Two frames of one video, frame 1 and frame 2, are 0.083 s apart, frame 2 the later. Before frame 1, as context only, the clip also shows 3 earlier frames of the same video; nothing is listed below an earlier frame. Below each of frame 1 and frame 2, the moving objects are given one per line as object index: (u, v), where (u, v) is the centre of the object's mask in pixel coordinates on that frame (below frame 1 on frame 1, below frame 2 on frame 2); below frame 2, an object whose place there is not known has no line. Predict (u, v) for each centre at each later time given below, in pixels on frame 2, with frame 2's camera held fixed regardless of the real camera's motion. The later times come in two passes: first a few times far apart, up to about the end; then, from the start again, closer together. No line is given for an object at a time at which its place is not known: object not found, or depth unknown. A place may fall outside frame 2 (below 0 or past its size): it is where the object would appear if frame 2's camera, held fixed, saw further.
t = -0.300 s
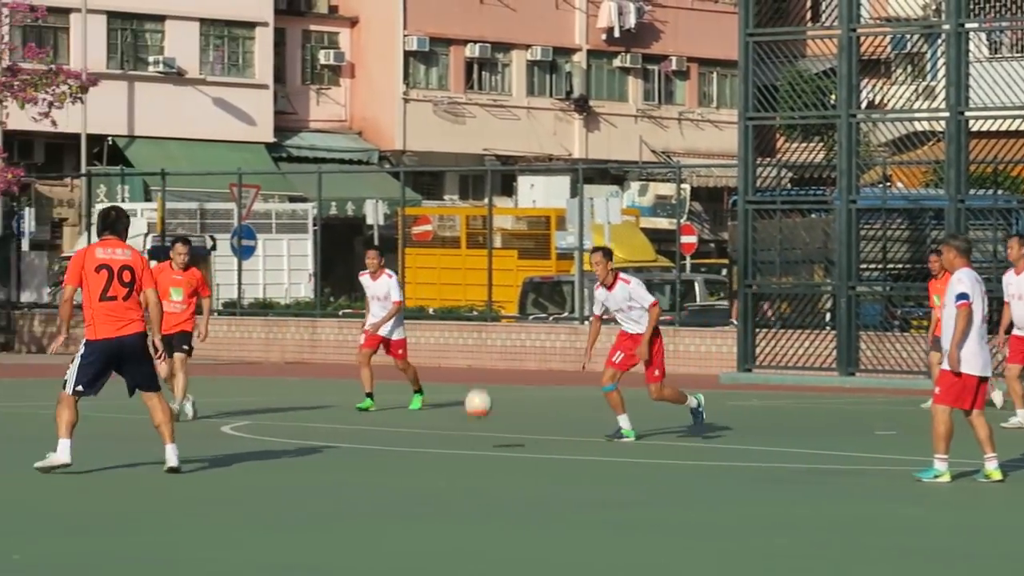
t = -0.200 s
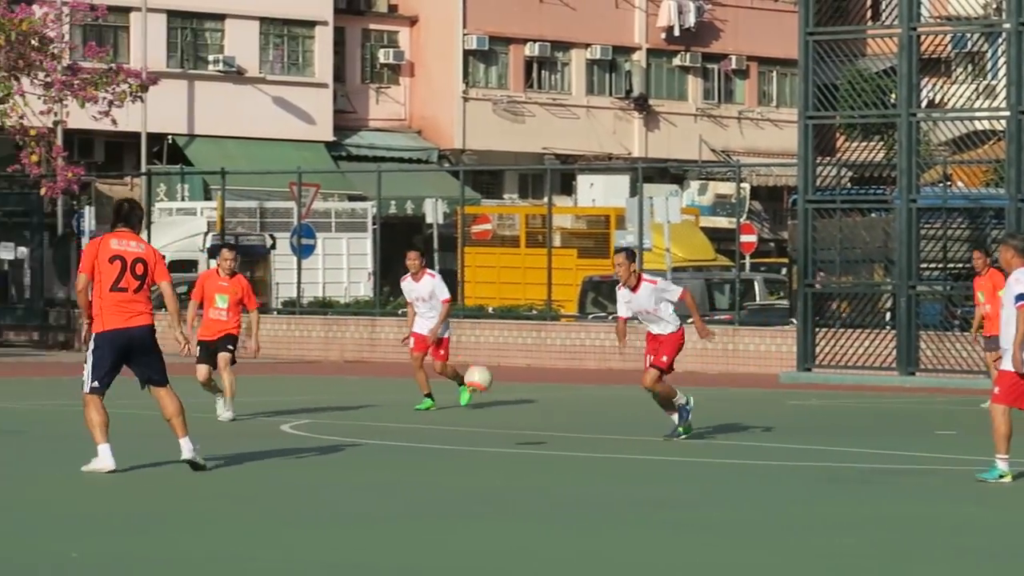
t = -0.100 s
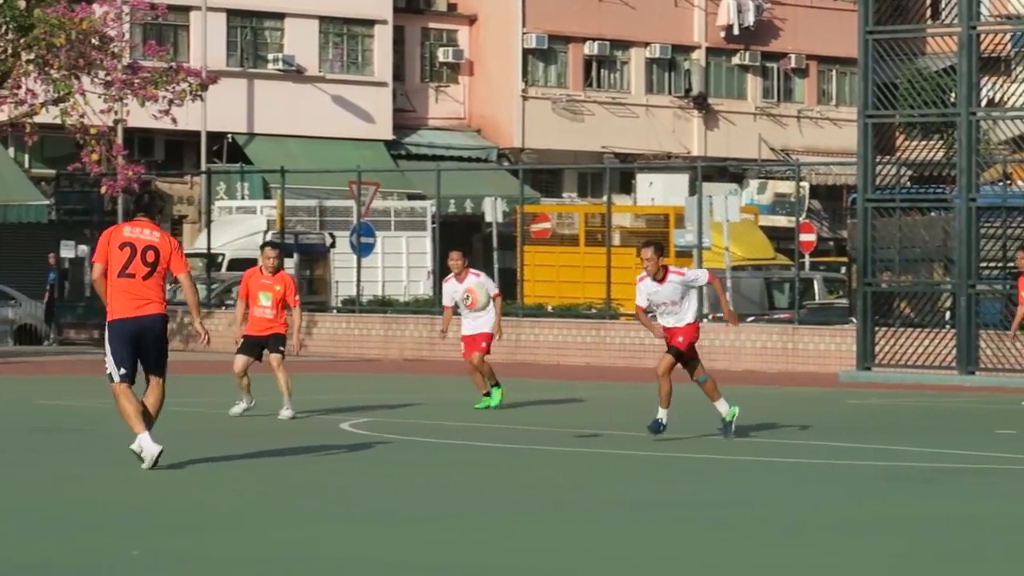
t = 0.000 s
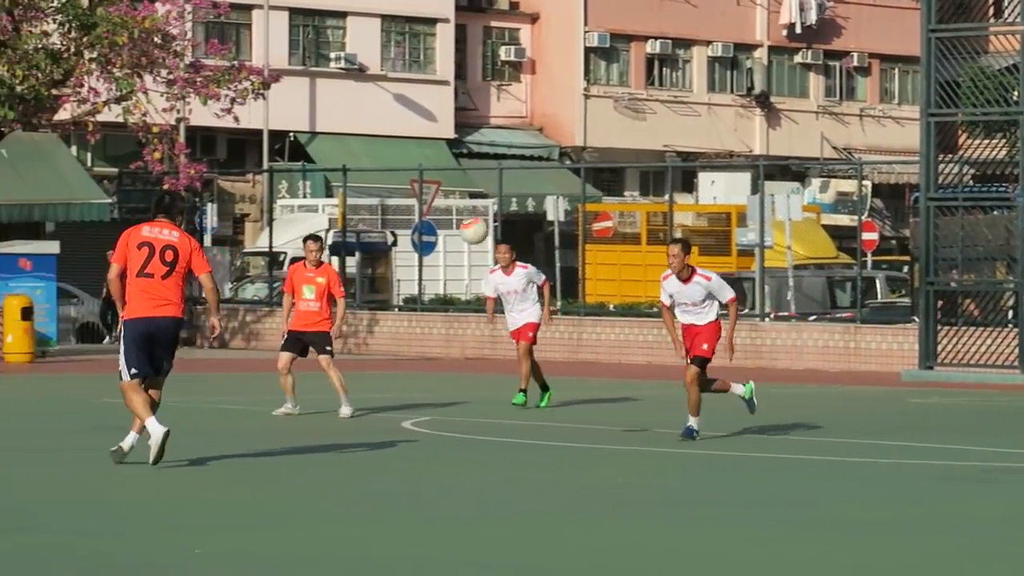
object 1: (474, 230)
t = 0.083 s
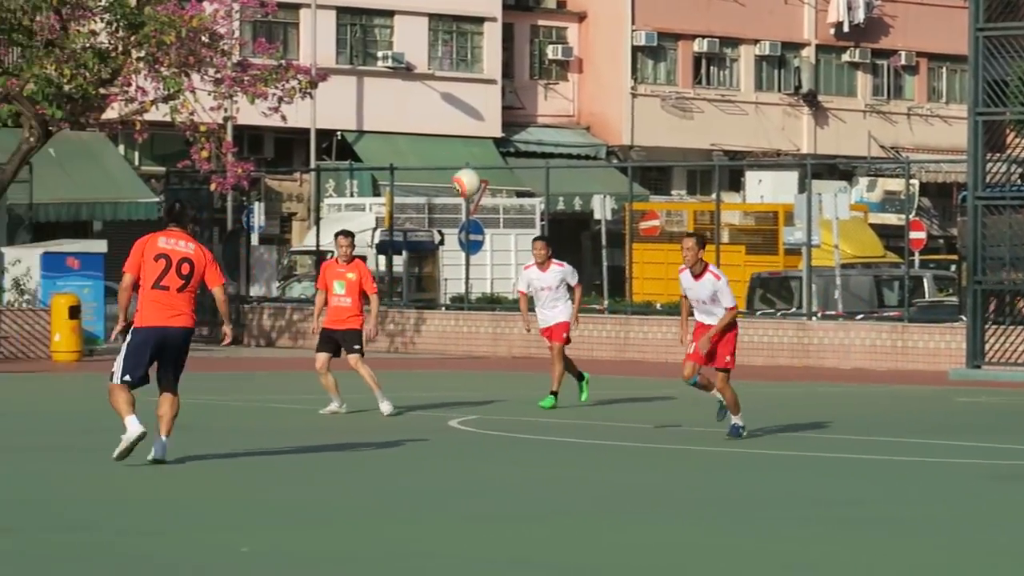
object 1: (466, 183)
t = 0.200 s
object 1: (393, 136)
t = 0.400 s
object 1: (261, 100)
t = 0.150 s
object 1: (424, 153)
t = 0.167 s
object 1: (414, 147)
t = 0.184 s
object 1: (403, 141)
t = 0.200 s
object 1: (393, 136)
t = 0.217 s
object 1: (382, 130)
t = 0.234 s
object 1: (371, 126)
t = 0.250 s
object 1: (360, 122)
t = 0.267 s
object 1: (348, 117)
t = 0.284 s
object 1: (337, 114)
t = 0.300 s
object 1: (327, 111)
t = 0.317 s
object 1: (315, 107)
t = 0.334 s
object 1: (304, 106)
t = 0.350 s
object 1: (294, 104)
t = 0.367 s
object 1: (282, 102)
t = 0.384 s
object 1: (271, 101)
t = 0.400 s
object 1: (261, 100)
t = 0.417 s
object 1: (248, 99)
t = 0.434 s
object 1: (236, 99)
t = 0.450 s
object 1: (223, 100)
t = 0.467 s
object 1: (213, 101)
